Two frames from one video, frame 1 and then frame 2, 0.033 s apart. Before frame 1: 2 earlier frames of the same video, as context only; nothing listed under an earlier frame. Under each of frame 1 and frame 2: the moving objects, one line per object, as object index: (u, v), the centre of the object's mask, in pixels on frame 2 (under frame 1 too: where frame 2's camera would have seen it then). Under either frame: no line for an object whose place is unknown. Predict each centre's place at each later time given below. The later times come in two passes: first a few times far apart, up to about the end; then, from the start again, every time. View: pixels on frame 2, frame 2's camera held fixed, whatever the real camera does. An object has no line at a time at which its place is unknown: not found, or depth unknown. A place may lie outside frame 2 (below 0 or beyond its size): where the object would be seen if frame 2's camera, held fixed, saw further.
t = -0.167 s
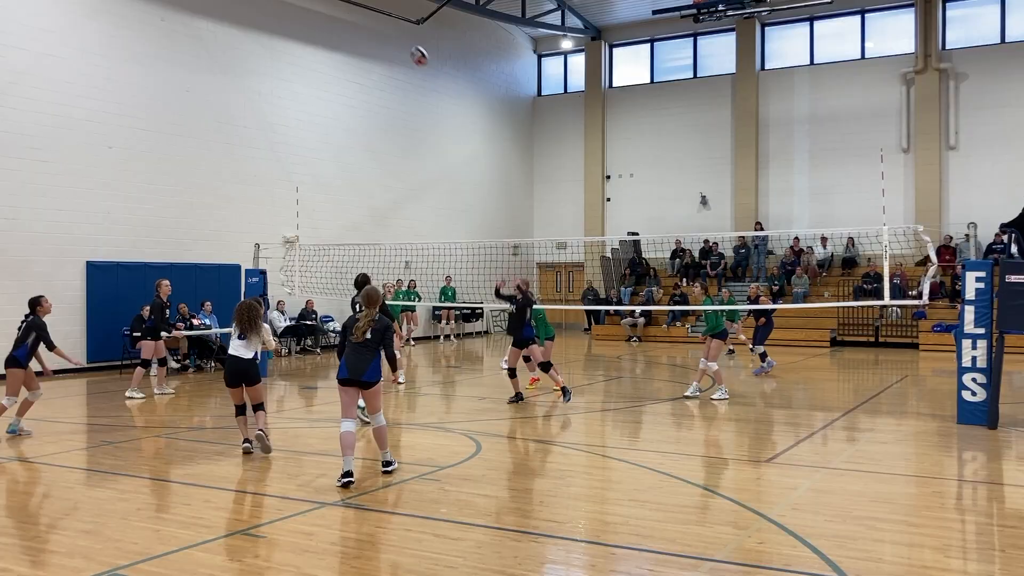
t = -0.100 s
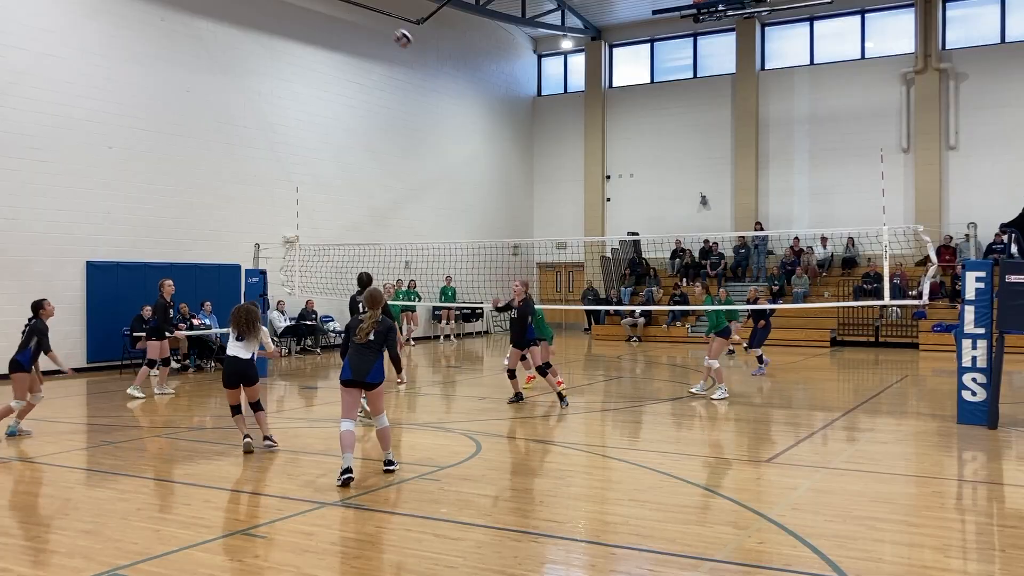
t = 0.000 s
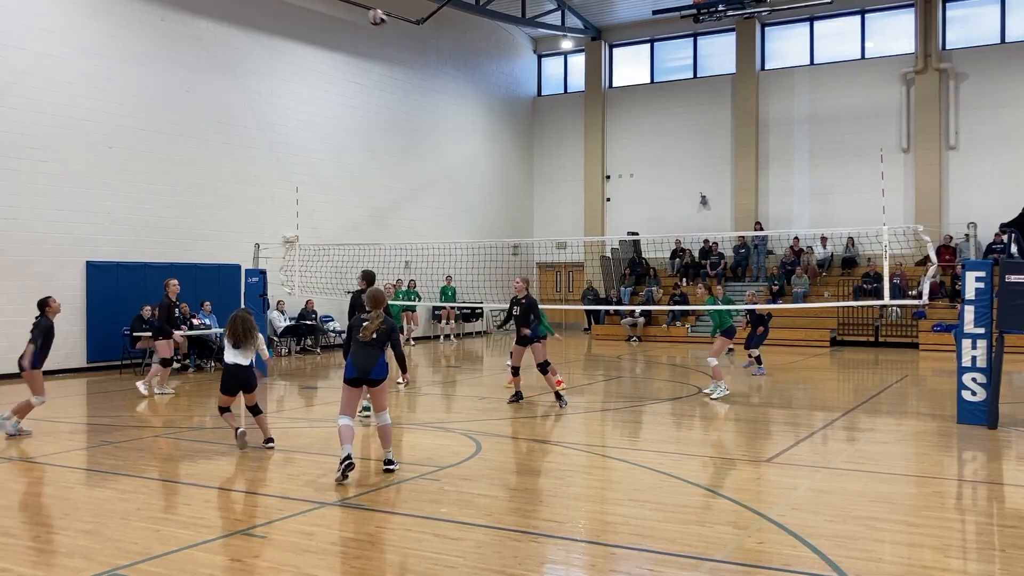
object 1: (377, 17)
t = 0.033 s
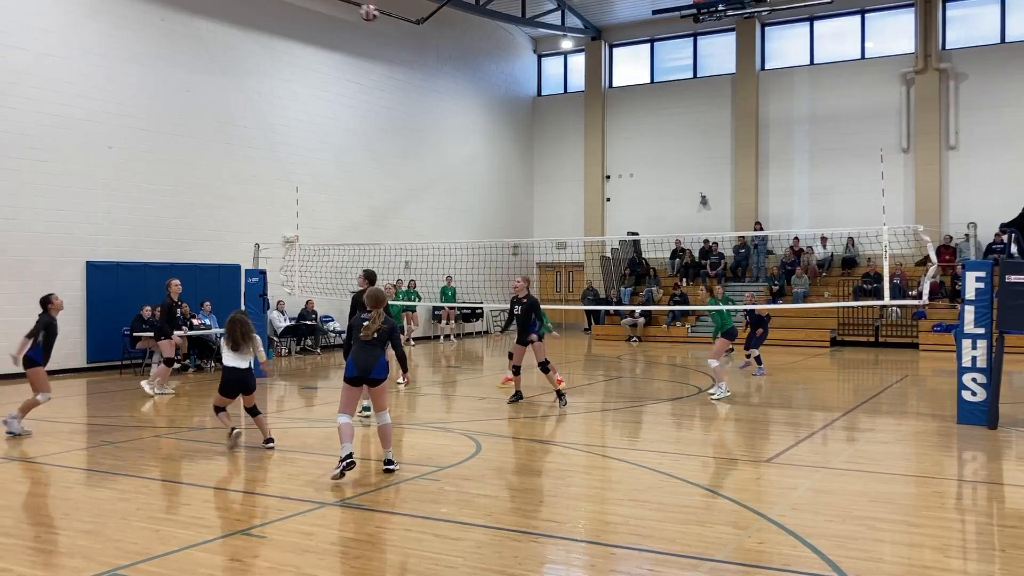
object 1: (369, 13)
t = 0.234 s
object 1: (319, 4)
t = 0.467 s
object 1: (257, 33)
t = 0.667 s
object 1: (204, 100)
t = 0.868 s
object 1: (151, 205)
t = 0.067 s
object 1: (360, 8)
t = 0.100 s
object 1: (352, 6)
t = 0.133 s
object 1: (343, 5)
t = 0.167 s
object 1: (334, 5)
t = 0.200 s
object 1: (326, 4)
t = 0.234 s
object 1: (319, 4)
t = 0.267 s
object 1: (310, 5)
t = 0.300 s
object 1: (300, 6)
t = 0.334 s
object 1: (292, 9)
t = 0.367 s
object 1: (282, 13)
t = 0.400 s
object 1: (273, 19)
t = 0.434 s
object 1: (265, 26)
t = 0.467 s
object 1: (257, 33)
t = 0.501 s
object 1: (247, 42)
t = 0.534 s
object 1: (238, 52)
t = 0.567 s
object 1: (230, 62)
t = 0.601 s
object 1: (221, 74)
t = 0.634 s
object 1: (212, 87)
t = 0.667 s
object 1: (204, 100)
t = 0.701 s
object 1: (195, 114)
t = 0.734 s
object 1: (187, 130)
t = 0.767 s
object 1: (178, 147)
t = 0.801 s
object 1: (169, 165)
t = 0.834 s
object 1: (160, 184)
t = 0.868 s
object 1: (151, 205)
